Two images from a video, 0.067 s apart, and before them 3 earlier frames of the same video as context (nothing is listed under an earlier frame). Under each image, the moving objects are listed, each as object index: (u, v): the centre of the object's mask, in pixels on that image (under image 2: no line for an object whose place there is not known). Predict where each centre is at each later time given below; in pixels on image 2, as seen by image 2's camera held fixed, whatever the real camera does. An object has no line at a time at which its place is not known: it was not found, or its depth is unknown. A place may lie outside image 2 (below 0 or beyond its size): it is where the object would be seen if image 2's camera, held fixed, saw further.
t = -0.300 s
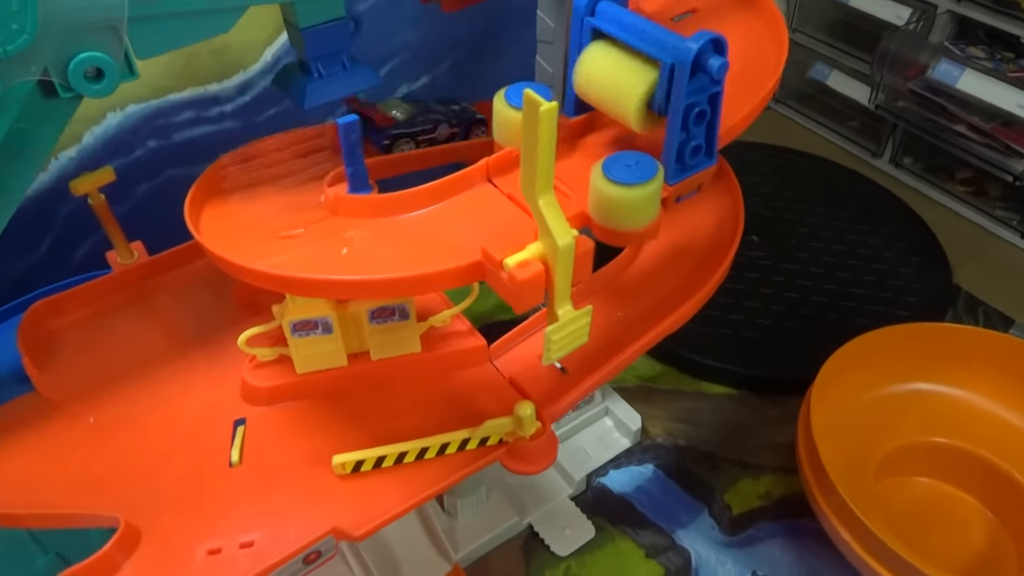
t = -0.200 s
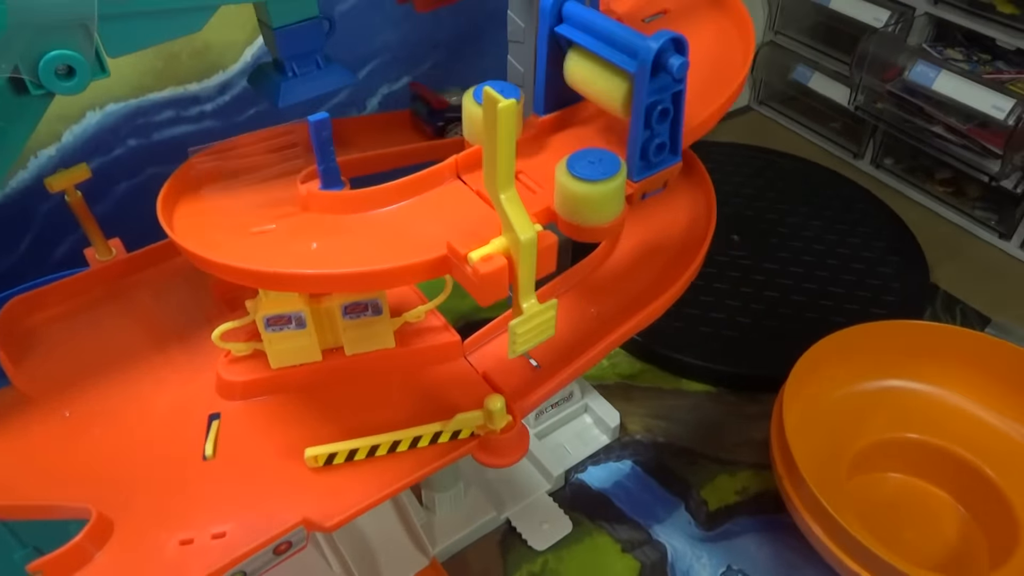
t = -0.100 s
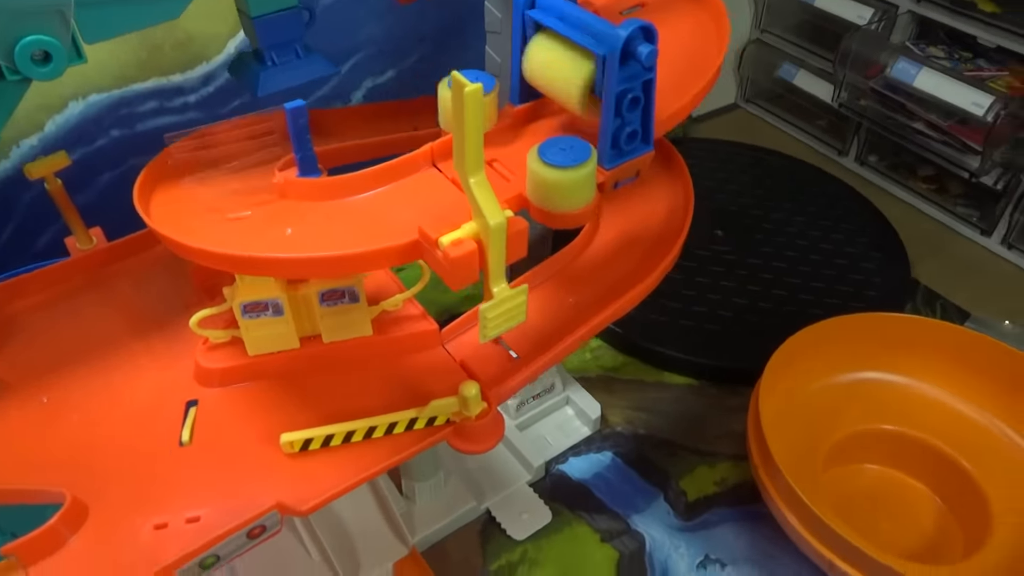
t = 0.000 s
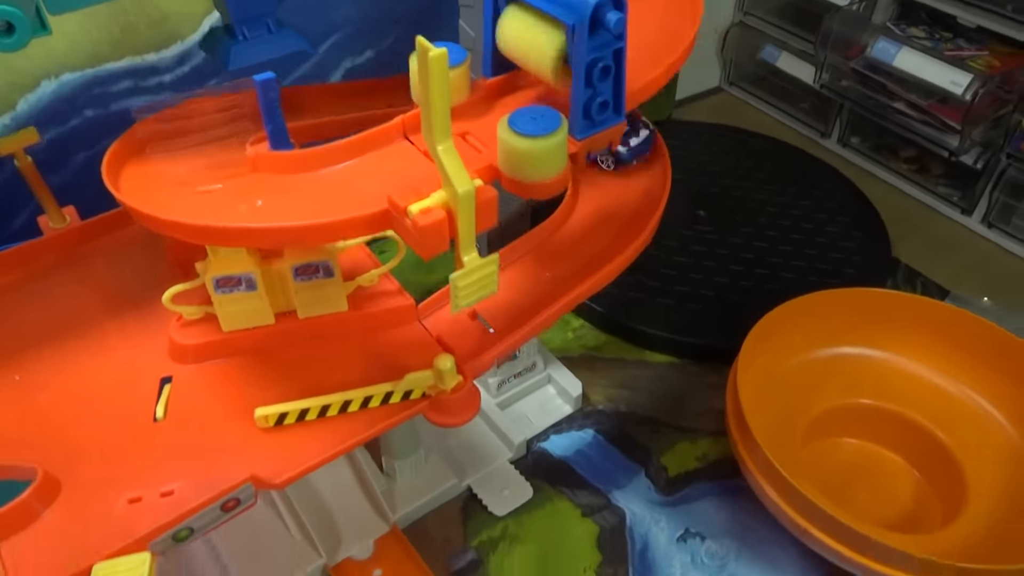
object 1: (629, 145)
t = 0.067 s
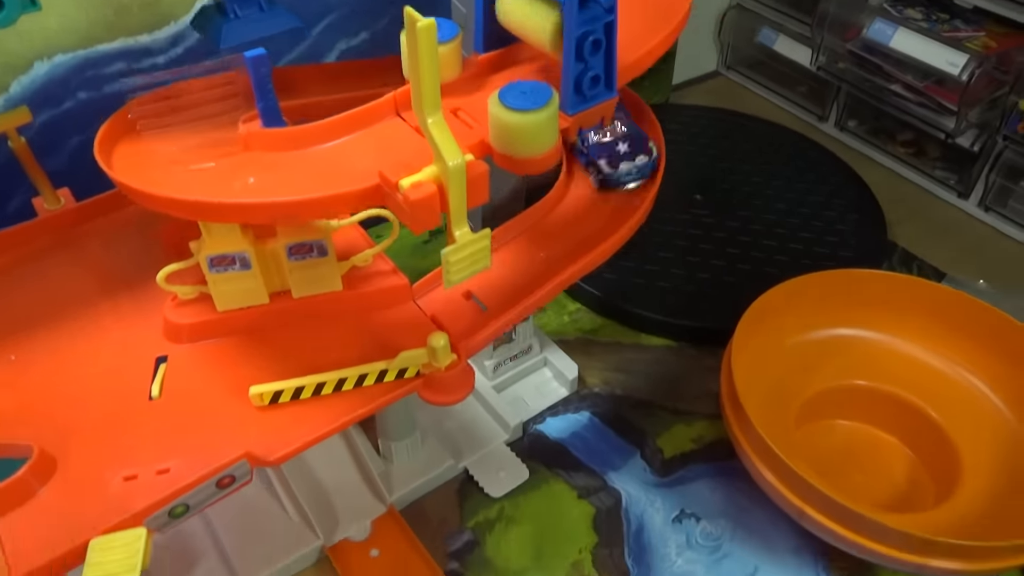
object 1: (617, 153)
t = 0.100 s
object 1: (610, 163)
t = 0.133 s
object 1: (600, 175)
